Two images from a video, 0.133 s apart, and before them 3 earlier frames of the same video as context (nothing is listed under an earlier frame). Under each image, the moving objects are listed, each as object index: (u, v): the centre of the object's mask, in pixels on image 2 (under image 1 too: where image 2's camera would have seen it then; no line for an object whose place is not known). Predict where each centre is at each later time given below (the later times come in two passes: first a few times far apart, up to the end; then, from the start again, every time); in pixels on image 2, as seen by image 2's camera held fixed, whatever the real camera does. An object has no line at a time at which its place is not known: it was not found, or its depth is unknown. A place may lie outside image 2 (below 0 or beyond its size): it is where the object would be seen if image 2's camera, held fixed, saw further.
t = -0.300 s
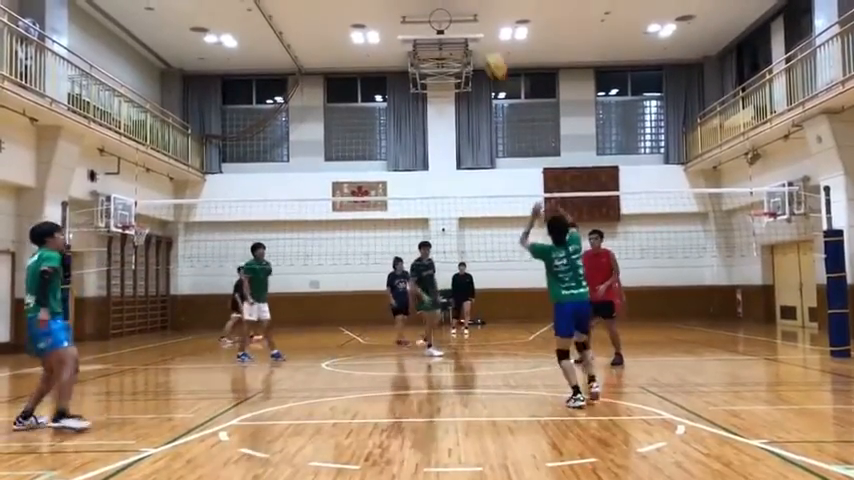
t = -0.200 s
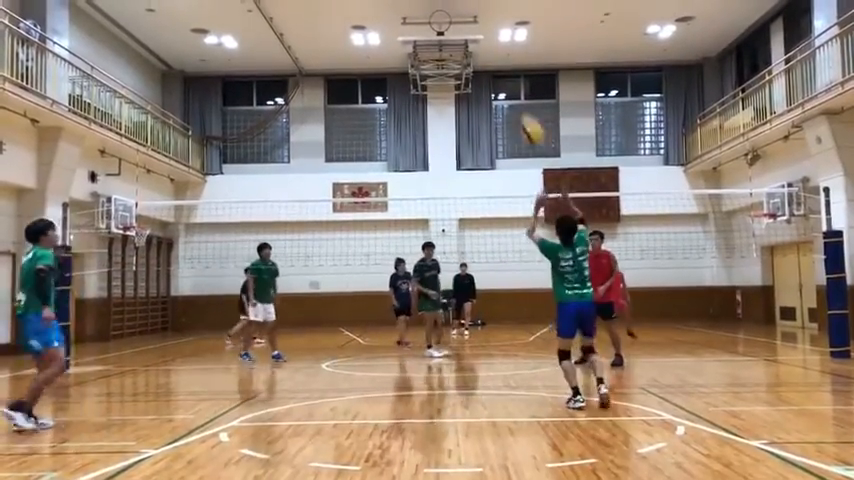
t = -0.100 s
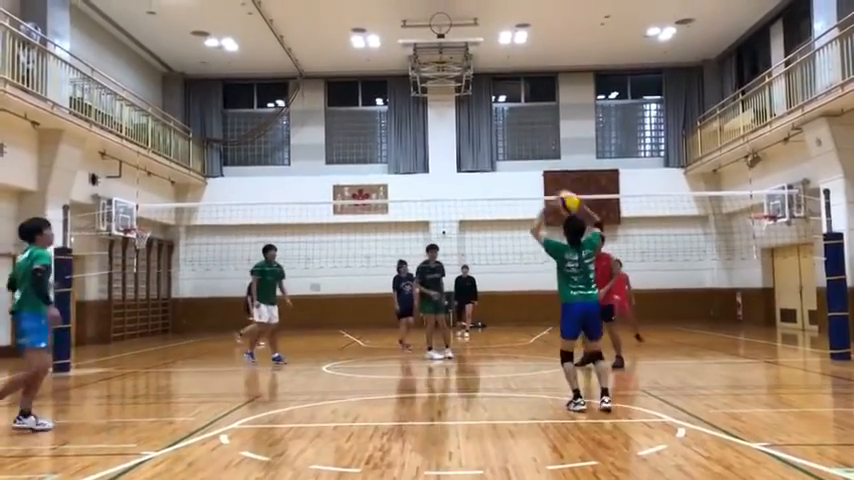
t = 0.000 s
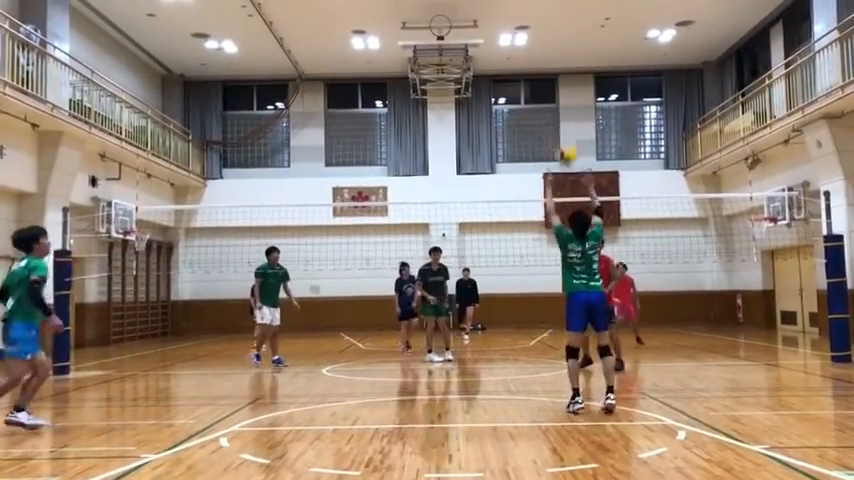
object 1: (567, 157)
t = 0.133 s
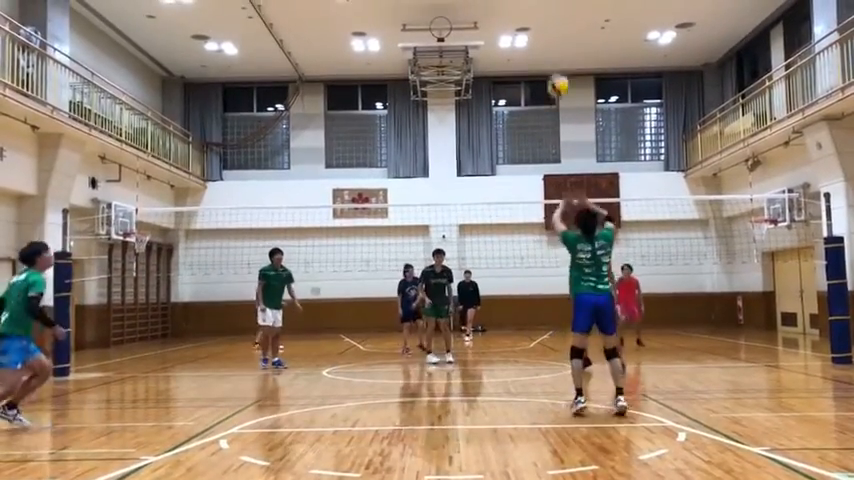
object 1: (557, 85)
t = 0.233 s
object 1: (552, 49)
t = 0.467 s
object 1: (543, 11)
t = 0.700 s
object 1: (535, 21)
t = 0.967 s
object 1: (529, 79)
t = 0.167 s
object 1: (556, 73)
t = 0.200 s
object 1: (555, 60)
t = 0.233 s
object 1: (552, 49)
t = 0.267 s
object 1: (551, 41)
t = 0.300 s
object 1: (550, 33)
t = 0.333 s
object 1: (548, 26)
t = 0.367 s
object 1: (547, 21)
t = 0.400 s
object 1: (545, 16)
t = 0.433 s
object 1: (544, 13)
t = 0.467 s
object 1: (543, 11)
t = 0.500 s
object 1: (541, 10)
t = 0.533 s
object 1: (540, 9)
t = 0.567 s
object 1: (539, 10)
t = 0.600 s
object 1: (538, 11)
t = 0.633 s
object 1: (537, 13)
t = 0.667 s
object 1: (536, 17)
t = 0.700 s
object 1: (535, 21)
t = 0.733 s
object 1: (534, 26)
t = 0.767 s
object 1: (534, 32)
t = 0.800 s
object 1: (533, 38)
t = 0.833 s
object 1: (532, 45)
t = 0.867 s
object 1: (531, 53)
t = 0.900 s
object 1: (530, 61)
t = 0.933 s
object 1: (529, 70)
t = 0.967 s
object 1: (529, 79)
